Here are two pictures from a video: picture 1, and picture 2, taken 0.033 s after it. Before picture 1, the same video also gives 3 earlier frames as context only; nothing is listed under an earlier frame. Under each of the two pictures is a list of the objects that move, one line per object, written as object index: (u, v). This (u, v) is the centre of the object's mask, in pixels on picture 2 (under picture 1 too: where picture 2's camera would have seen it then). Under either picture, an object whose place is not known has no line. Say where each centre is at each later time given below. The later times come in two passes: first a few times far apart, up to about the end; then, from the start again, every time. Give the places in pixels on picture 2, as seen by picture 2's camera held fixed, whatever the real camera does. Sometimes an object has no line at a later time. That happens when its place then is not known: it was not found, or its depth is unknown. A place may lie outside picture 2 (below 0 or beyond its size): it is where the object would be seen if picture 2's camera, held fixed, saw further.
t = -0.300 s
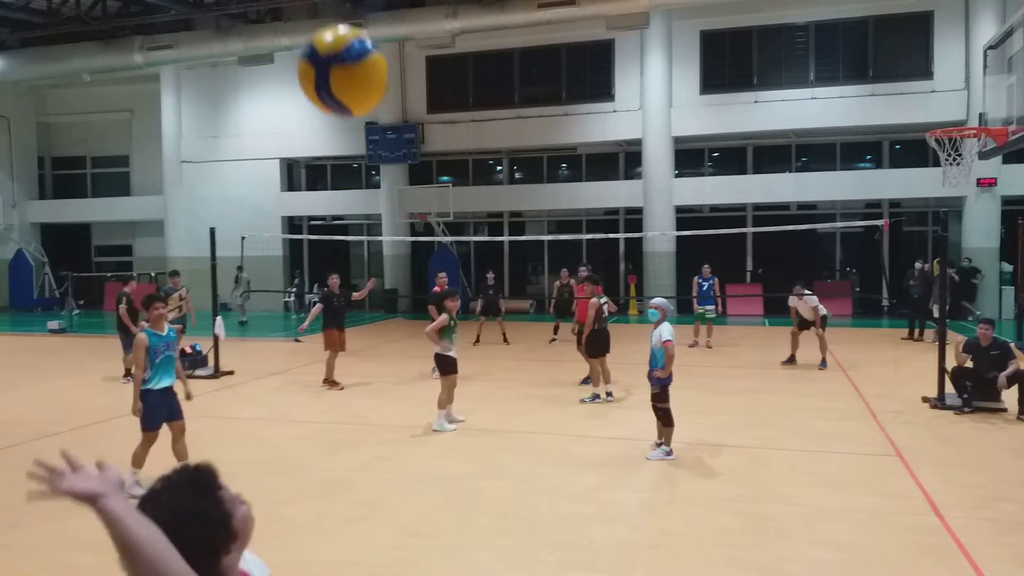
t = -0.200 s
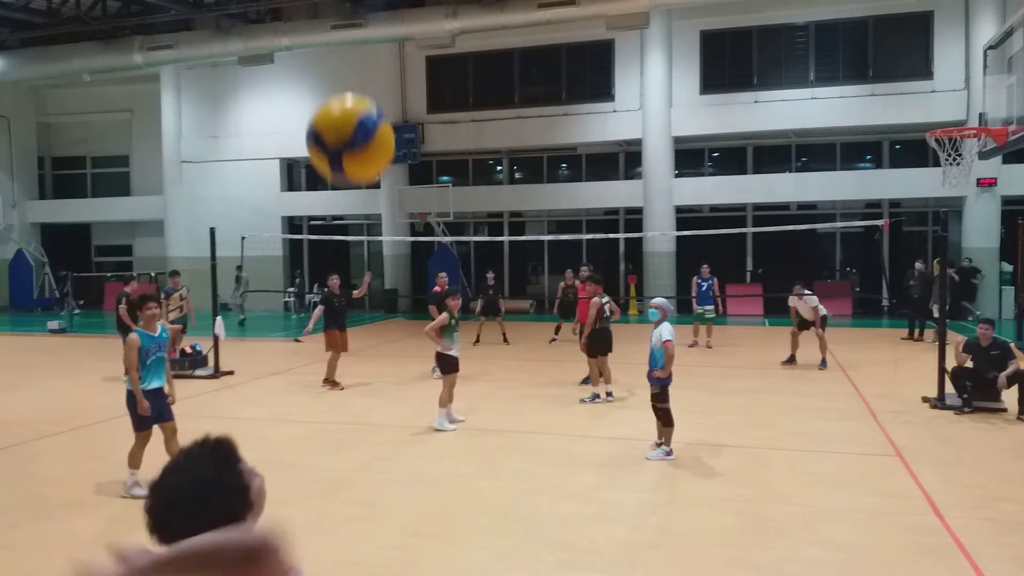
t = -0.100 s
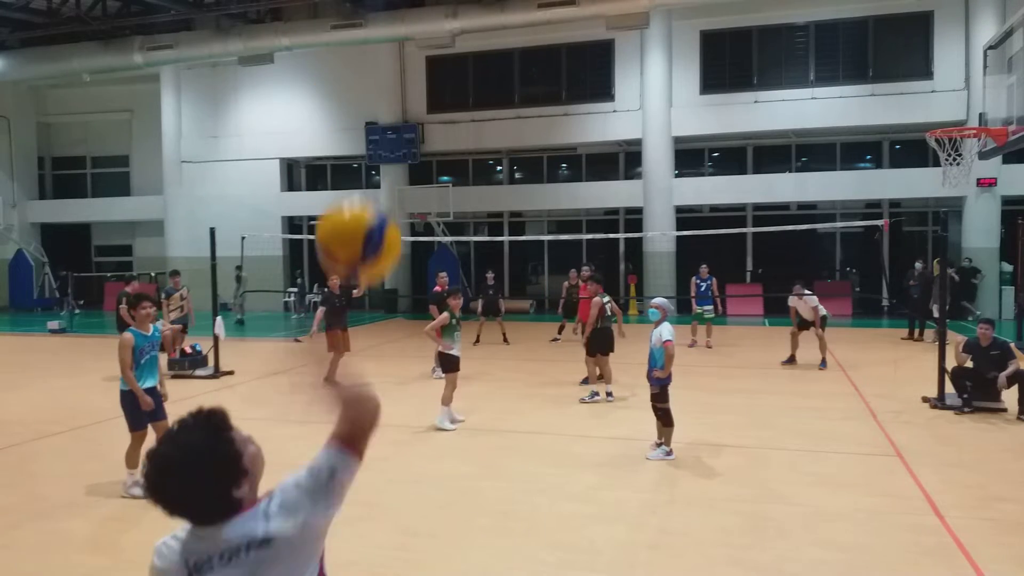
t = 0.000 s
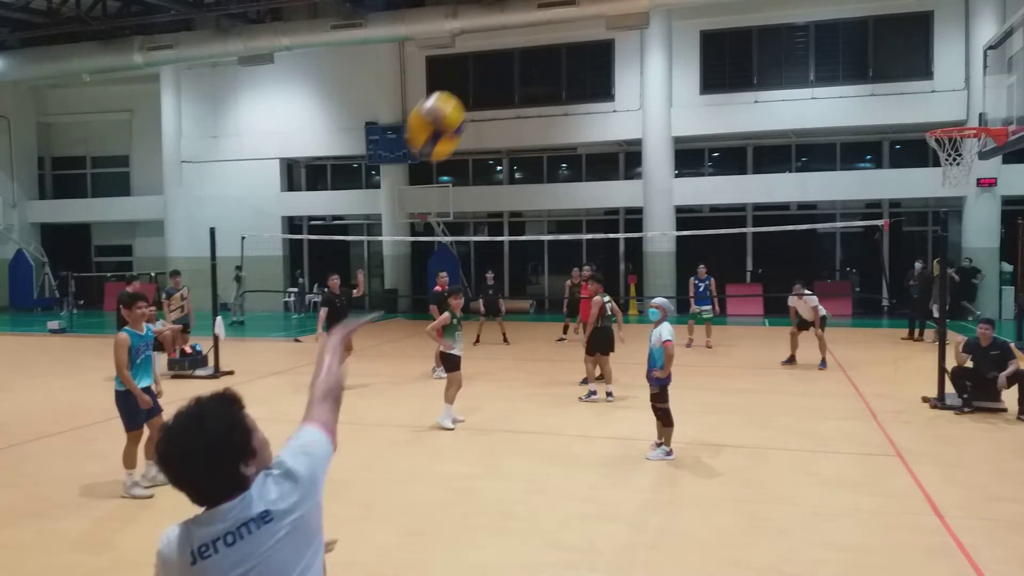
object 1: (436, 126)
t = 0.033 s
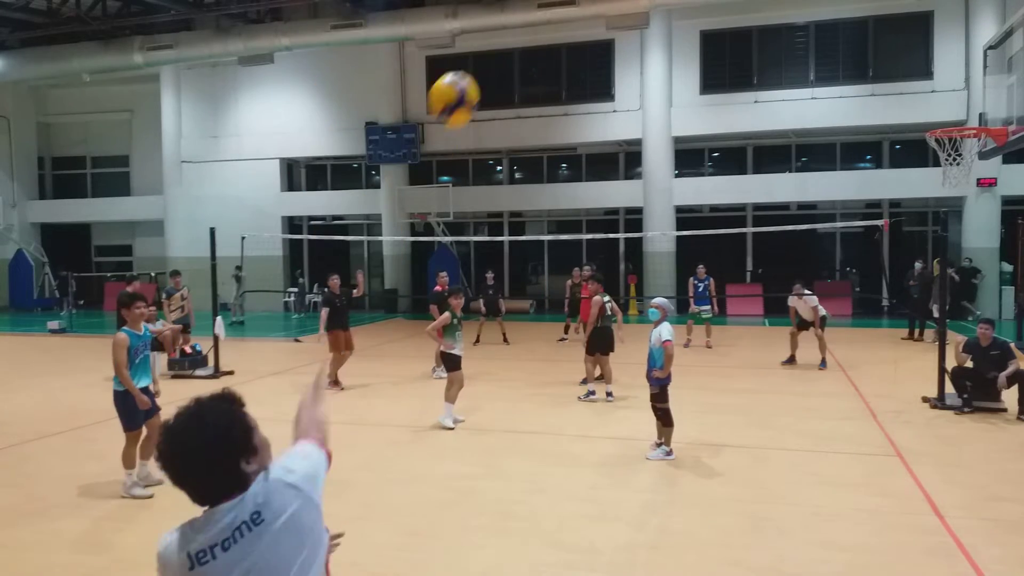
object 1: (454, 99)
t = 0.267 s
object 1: (501, 53)
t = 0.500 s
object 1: (515, 78)
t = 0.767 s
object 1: (518, 134)
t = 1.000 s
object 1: (519, 196)
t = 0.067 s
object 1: (467, 83)
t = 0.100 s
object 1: (477, 71)
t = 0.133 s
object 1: (484, 62)
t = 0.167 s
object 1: (489, 57)
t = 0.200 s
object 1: (494, 54)
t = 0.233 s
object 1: (497, 53)
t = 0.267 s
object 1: (501, 53)
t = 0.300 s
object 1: (504, 53)
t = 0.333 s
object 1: (507, 56)
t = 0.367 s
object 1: (509, 59)
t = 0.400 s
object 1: (511, 63)
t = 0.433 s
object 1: (513, 67)
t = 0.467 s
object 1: (514, 72)
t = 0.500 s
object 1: (515, 78)
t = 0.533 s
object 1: (516, 85)
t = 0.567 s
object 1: (516, 91)
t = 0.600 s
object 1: (517, 98)
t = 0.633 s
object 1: (517, 104)
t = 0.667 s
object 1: (518, 111)
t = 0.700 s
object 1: (518, 118)
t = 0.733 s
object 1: (518, 126)
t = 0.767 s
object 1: (518, 134)
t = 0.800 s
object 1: (519, 143)
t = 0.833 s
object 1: (519, 152)
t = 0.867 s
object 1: (519, 161)
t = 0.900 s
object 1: (519, 169)
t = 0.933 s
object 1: (519, 178)
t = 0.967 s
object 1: (519, 186)
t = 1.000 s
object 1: (519, 196)
